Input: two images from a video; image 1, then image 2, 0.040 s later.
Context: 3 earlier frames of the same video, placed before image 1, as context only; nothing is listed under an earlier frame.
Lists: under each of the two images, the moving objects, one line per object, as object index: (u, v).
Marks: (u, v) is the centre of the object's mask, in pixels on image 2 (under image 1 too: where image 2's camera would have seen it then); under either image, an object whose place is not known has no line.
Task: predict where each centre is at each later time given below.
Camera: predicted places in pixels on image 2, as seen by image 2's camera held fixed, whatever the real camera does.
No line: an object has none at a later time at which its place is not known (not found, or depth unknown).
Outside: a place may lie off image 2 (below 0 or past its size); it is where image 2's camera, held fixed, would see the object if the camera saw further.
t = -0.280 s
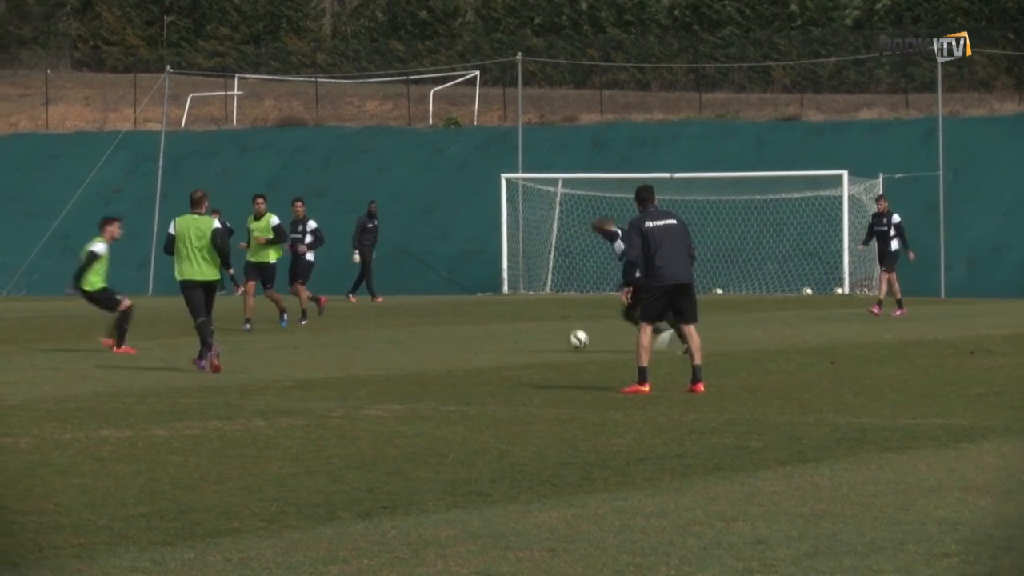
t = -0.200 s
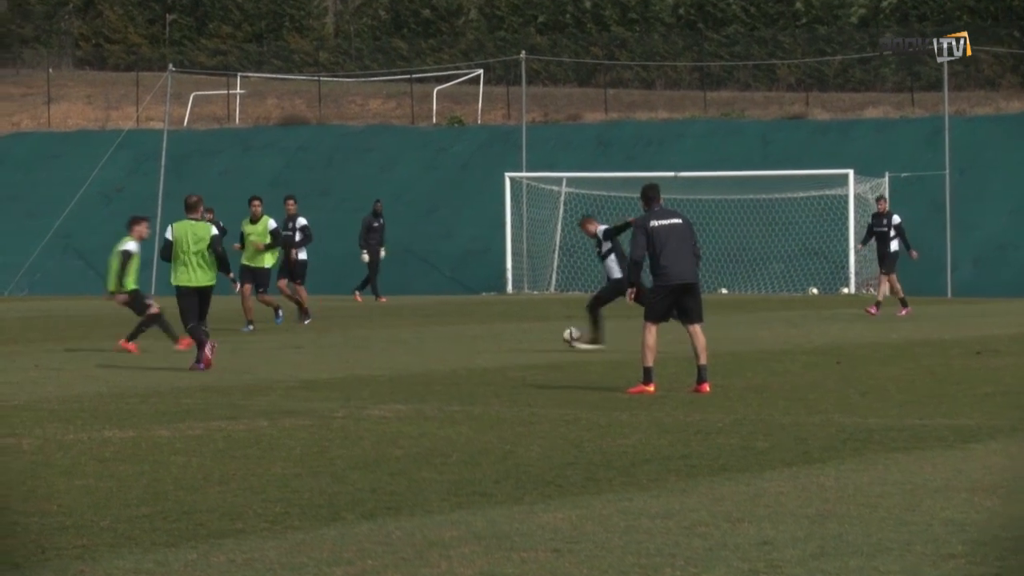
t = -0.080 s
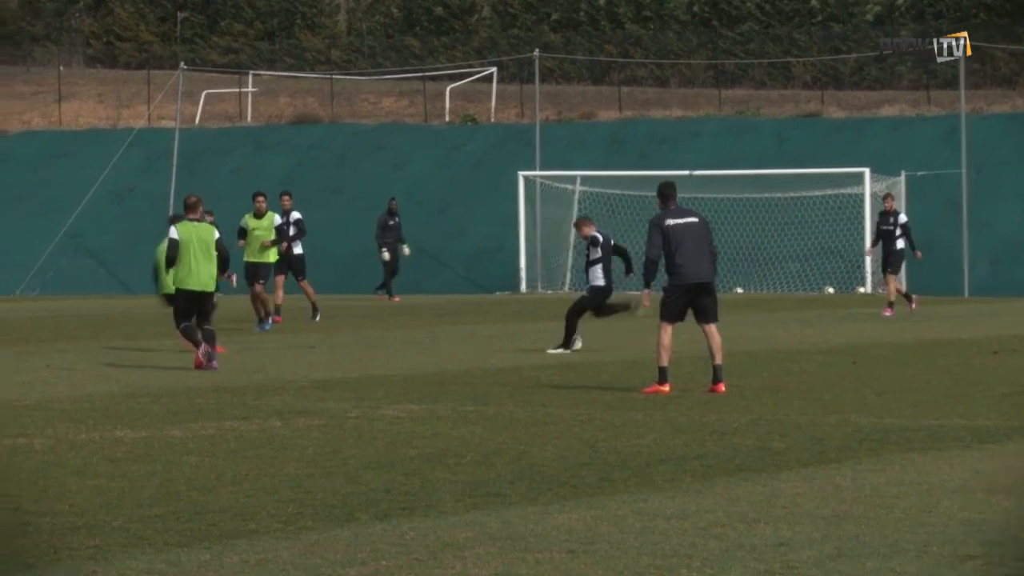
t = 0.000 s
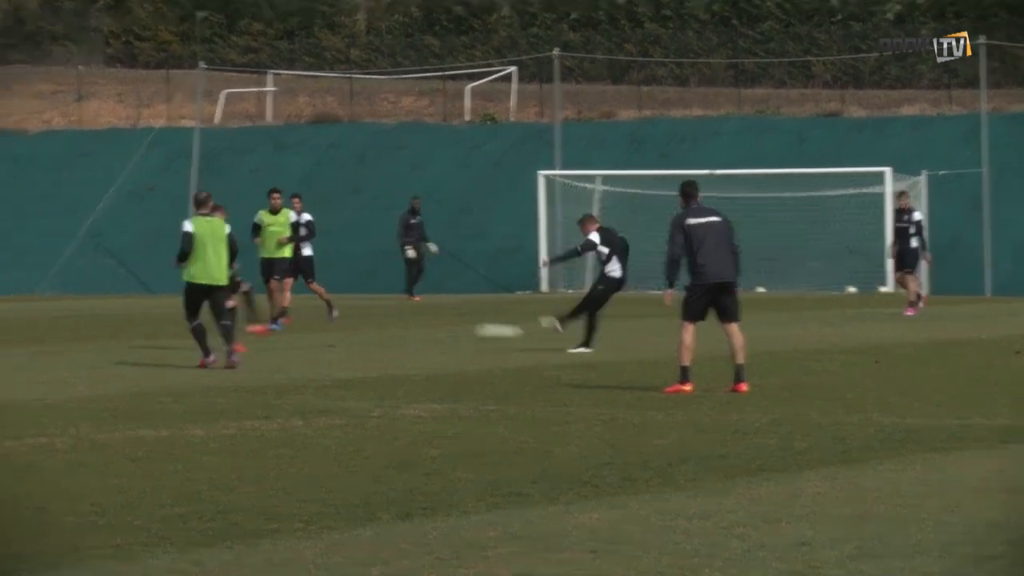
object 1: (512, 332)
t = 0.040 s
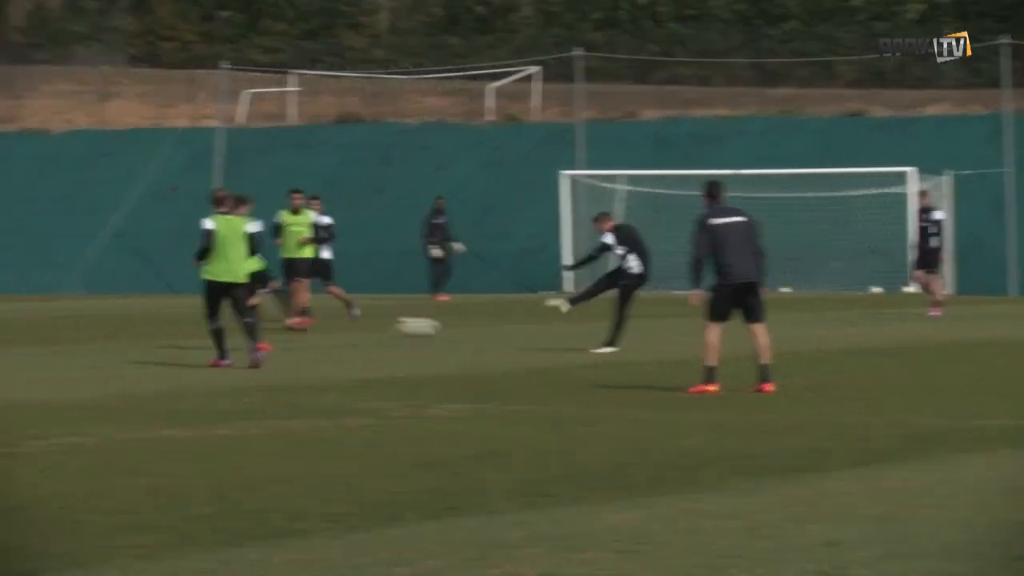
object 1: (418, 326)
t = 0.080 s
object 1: (320, 320)
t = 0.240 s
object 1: (-109, 325)
